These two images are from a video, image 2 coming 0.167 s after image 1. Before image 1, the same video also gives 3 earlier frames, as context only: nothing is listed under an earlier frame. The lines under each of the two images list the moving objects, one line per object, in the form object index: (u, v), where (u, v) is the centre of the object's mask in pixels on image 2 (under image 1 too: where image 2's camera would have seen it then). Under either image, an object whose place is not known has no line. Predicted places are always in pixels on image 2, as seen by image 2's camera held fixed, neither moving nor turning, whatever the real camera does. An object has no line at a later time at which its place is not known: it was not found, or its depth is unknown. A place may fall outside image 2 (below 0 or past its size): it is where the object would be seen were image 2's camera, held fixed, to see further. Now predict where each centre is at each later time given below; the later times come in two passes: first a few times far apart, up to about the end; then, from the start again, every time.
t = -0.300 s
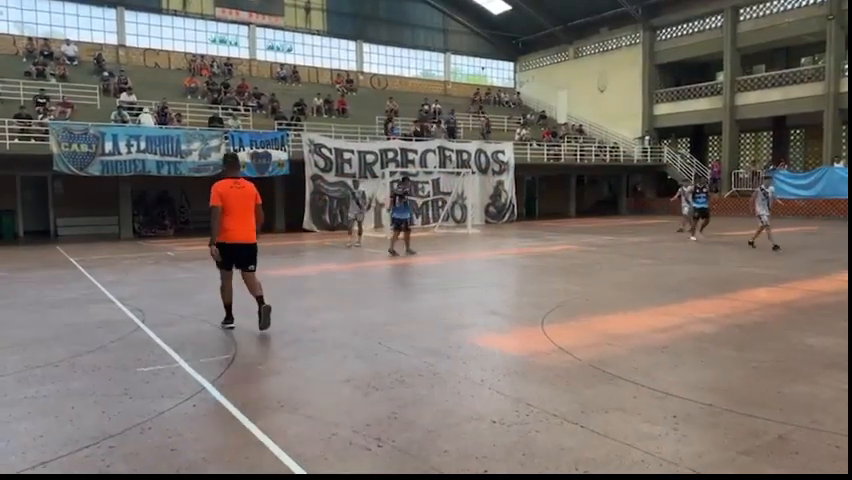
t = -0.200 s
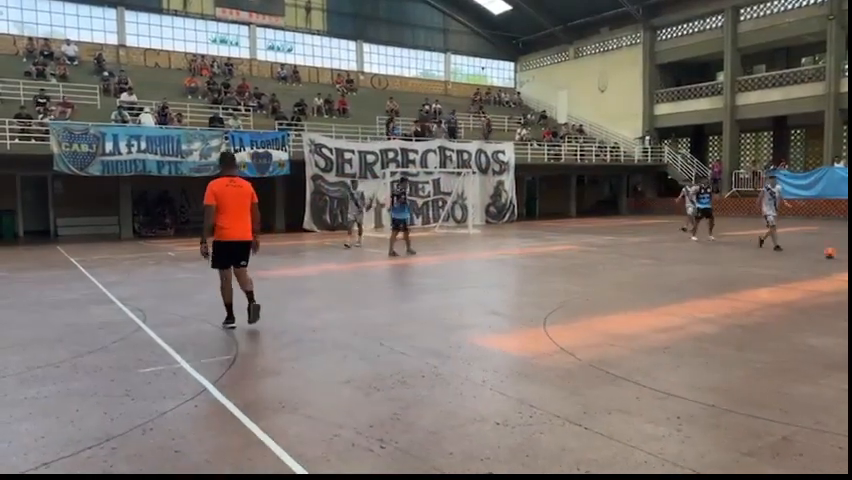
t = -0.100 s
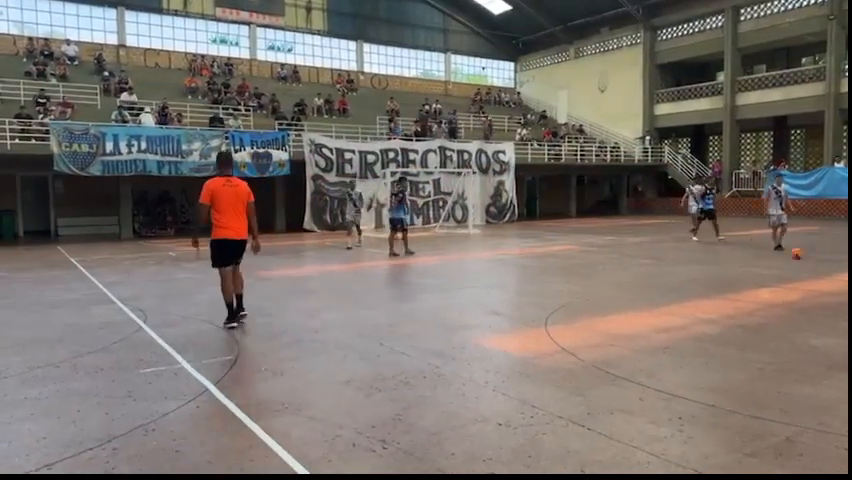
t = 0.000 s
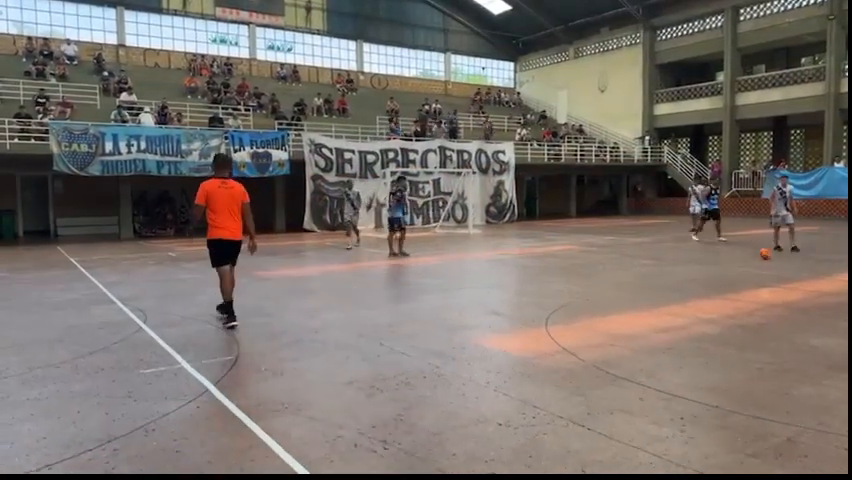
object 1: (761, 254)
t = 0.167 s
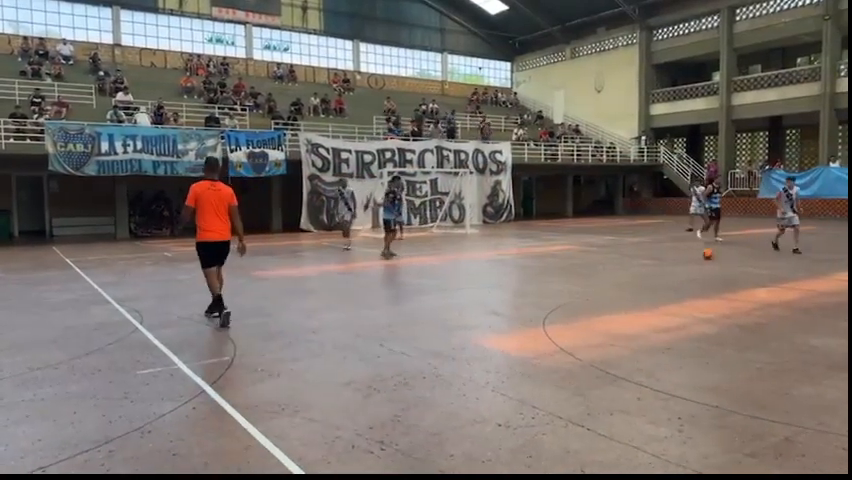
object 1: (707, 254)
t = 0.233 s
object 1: (686, 255)
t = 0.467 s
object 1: (614, 256)
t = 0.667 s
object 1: (555, 257)
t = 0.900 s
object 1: (488, 257)
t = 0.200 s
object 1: (697, 254)
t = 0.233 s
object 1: (686, 255)
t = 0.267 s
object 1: (676, 255)
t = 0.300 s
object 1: (666, 255)
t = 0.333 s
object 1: (656, 254)
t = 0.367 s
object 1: (646, 256)
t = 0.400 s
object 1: (635, 256)
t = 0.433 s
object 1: (625, 256)
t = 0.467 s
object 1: (614, 256)
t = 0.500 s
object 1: (604, 256)
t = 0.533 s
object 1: (595, 256)
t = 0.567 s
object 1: (584, 257)
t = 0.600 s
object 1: (574, 256)
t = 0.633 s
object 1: (565, 256)
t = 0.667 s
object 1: (555, 257)
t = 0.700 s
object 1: (545, 257)
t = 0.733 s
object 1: (536, 257)
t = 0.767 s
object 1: (526, 257)
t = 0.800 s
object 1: (516, 257)
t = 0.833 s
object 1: (507, 257)
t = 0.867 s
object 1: (498, 257)
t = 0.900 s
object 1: (488, 257)
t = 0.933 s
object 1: (479, 258)
